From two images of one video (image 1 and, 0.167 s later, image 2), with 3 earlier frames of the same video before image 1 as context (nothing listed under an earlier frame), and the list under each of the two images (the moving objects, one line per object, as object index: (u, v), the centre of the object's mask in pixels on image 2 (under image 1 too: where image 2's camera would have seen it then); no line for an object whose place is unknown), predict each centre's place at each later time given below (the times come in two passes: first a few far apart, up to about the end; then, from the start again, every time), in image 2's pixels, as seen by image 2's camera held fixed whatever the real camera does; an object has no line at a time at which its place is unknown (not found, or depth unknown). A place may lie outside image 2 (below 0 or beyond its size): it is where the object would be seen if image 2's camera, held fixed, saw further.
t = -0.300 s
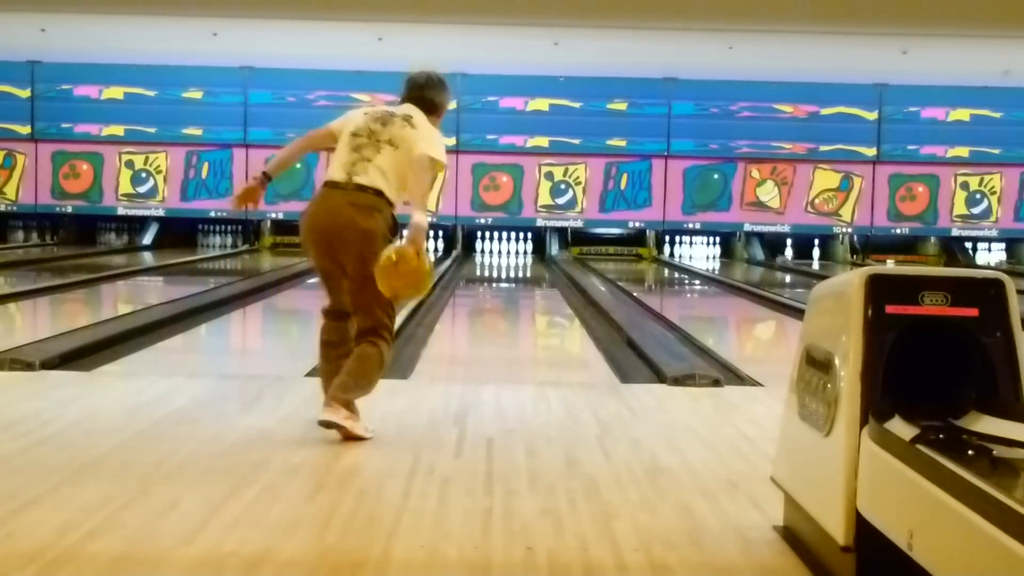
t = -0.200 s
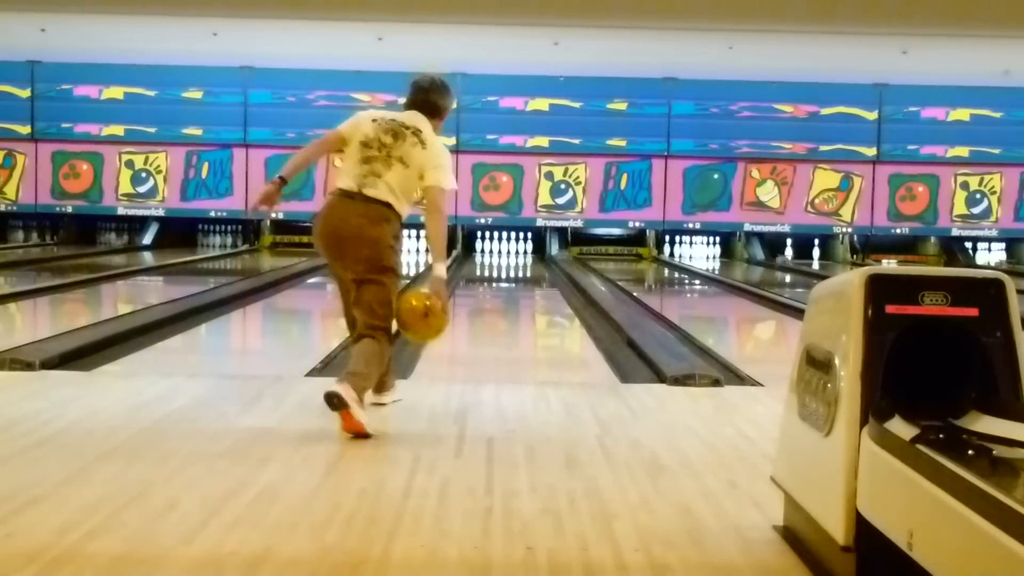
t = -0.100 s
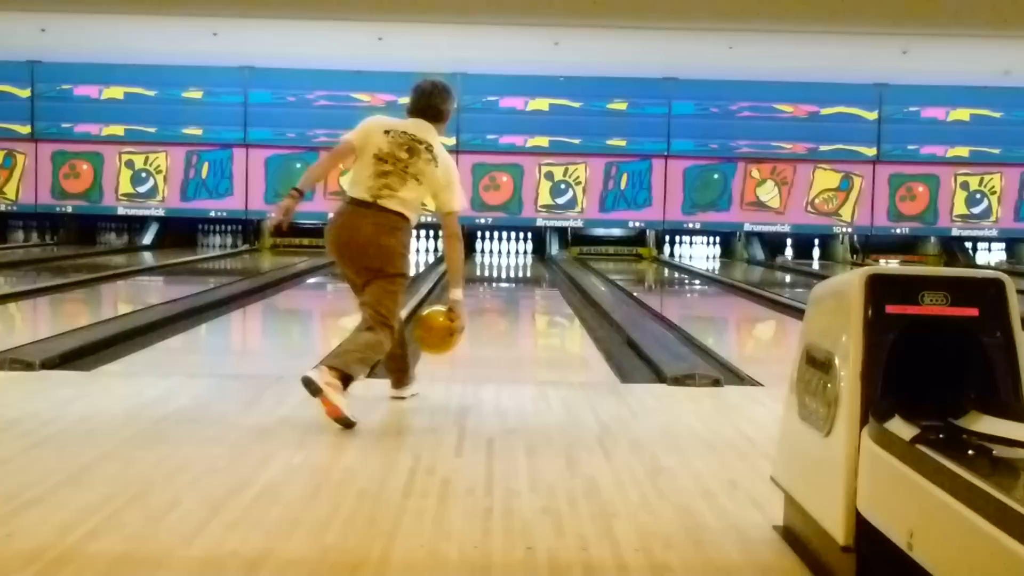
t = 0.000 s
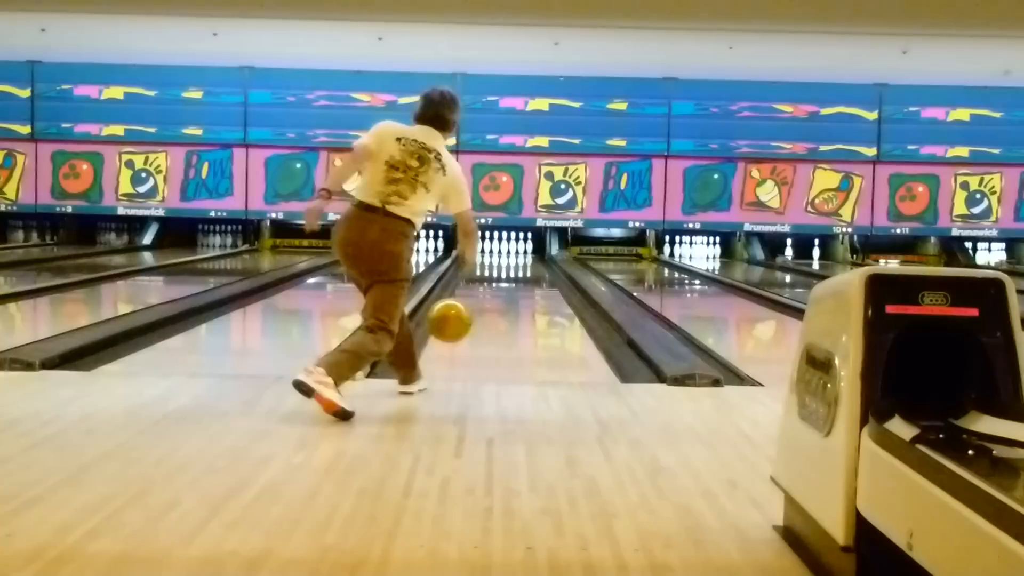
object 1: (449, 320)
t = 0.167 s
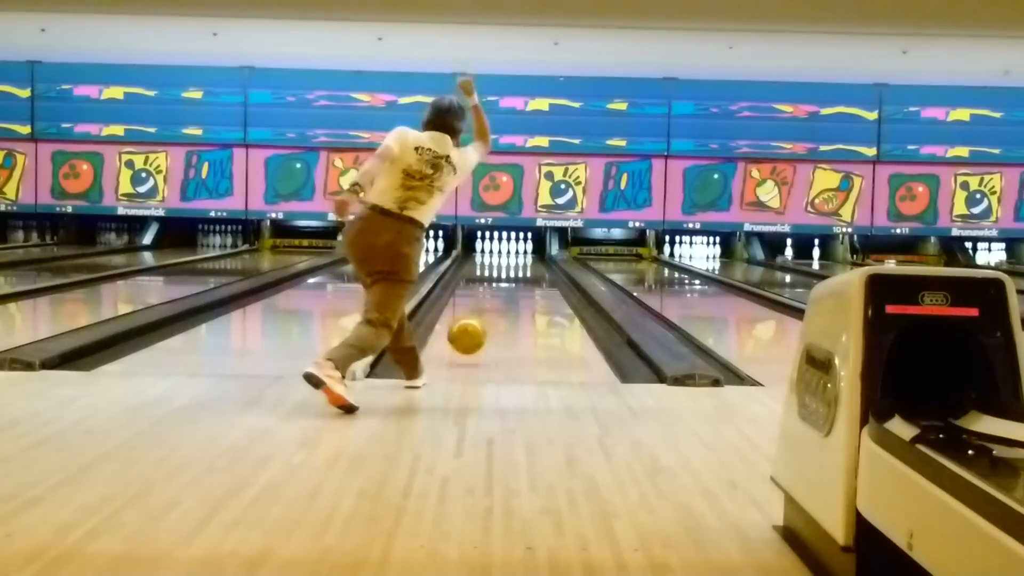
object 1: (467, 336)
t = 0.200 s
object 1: (470, 342)
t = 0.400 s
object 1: (484, 324)
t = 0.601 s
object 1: (496, 310)
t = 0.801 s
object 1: (504, 299)
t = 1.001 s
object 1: (511, 292)
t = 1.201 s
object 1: (516, 284)
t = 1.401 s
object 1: (520, 278)
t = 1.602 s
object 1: (524, 274)
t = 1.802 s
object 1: (525, 268)
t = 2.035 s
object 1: (527, 264)
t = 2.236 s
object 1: (528, 261)
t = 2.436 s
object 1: (527, 258)
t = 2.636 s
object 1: (525, 255)
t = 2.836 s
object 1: (522, 253)
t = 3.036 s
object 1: (518, 251)
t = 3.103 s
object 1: (516, 250)
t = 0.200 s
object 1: (470, 342)
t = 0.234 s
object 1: (472, 339)
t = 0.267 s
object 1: (475, 336)
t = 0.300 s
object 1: (478, 332)
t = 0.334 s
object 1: (480, 330)
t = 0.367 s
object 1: (482, 327)
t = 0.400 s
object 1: (484, 324)
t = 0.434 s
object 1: (486, 322)
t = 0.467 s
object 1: (489, 319)
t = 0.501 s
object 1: (491, 317)
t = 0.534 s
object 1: (492, 314)
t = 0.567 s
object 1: (495, 311)
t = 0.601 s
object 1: (496, 310)
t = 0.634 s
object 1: (497, 309)
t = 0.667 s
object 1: (499, 305)
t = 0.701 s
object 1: (500, 303)
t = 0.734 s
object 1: (501, 302)
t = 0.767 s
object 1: (503, 301)
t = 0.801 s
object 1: (504, 299)
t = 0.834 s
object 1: (505, 297)
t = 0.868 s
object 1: (507, 296)
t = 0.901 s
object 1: (508, 294)
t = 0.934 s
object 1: (510, 293)
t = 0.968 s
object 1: (510, 292)
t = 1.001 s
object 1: (511, 292)
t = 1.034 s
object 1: (512, 291)
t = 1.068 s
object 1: (513, 289)
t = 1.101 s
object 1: (514, 288)
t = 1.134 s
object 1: (514, 287)
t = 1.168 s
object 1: (516, 286)
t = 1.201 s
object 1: (516, 284)
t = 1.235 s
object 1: (517, 283)
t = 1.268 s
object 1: (518, 282)
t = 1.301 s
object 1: (518, 282)
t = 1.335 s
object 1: (519, 280)
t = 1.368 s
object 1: (520, 279)
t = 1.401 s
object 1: (520, 278)
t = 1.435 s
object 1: (521, 277)
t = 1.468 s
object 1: (521, 277)
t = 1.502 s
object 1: (522, 276)
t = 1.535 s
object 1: (523, 275)
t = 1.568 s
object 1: (523, 274)
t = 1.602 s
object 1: (524, 274)
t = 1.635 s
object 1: (524, 275)
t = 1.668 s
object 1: (524, 272)
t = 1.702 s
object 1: (524, 271)
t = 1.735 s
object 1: (524, 270)
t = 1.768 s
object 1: (525, 269)
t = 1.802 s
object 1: (525, 268)
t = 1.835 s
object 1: (526, 268)
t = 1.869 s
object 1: (526, 267)
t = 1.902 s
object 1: (526, 266)
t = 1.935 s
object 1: (526, 266)
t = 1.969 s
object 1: (526, 265)
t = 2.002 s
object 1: (526, 265)
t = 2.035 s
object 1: (527, 264)
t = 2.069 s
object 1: (527, 263)
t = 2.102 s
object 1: (527, 263)
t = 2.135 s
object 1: (527, 262)
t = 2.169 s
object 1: (527, 262)
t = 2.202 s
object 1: (528, 261)
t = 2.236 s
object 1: (528, 261)
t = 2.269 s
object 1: (527, 260)
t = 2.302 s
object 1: (527, 260)
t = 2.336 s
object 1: (527, 259)
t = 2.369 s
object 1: (527, 259)
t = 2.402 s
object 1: (526, 258)
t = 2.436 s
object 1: (527, 258)
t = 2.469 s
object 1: (526, 257)
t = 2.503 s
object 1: (526, 257)
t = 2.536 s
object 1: (526, 257)
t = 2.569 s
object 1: (525, 256)
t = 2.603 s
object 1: (525, 256)
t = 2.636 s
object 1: (525, 255)
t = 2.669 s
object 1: (524, 254)
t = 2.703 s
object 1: (524, 254)
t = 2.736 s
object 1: (523, 254)
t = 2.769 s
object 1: (523, 253)
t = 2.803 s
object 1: (522, 253)
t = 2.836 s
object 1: (522, 253)
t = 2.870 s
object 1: (521, 253)
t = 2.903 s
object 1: (520, 253)
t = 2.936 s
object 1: (520, 252)
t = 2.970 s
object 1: (520, 252)
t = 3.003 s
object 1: (519, 251)
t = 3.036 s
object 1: (518, 251)
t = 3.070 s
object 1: (517, 250)
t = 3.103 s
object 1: (516, 250)
